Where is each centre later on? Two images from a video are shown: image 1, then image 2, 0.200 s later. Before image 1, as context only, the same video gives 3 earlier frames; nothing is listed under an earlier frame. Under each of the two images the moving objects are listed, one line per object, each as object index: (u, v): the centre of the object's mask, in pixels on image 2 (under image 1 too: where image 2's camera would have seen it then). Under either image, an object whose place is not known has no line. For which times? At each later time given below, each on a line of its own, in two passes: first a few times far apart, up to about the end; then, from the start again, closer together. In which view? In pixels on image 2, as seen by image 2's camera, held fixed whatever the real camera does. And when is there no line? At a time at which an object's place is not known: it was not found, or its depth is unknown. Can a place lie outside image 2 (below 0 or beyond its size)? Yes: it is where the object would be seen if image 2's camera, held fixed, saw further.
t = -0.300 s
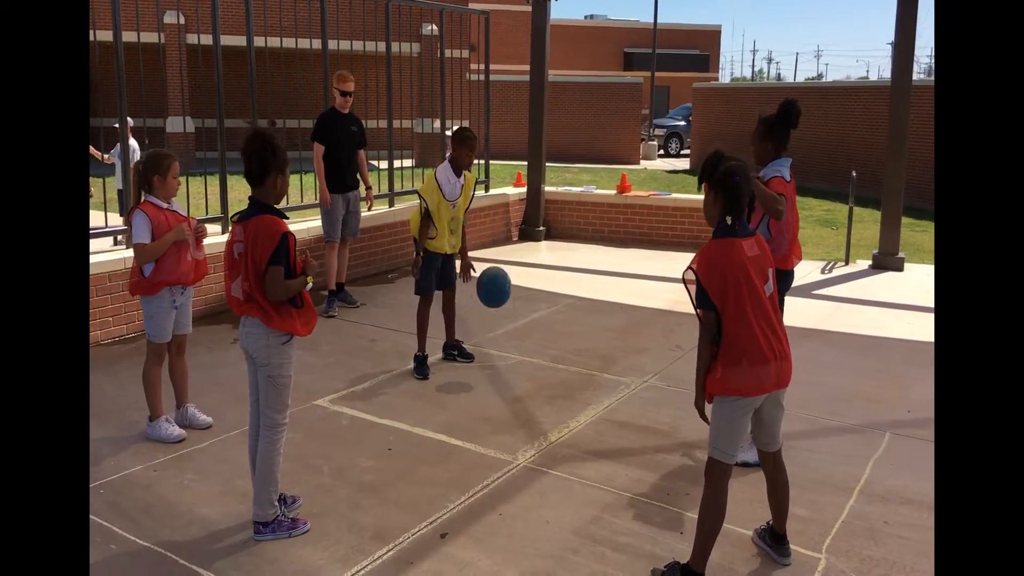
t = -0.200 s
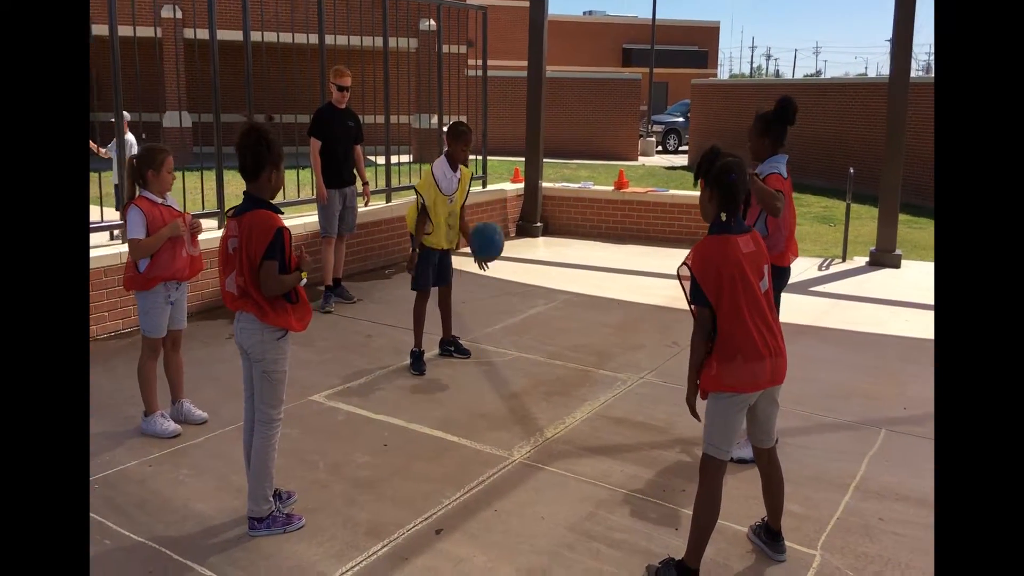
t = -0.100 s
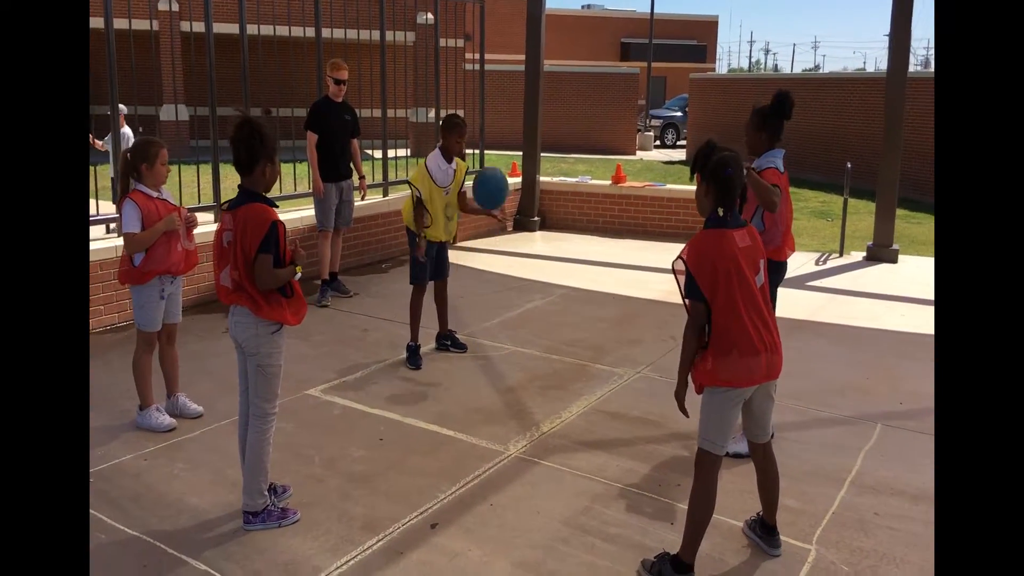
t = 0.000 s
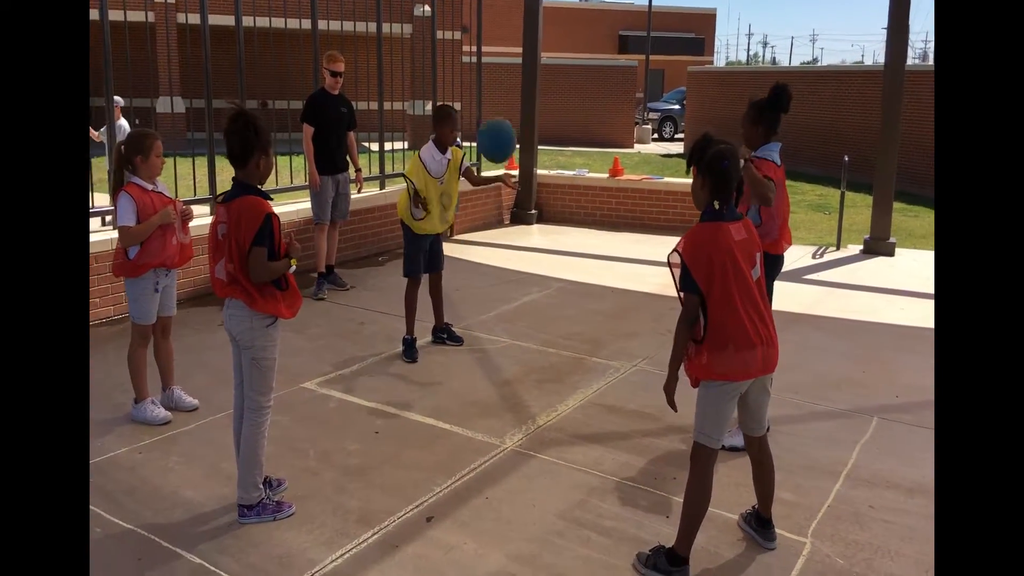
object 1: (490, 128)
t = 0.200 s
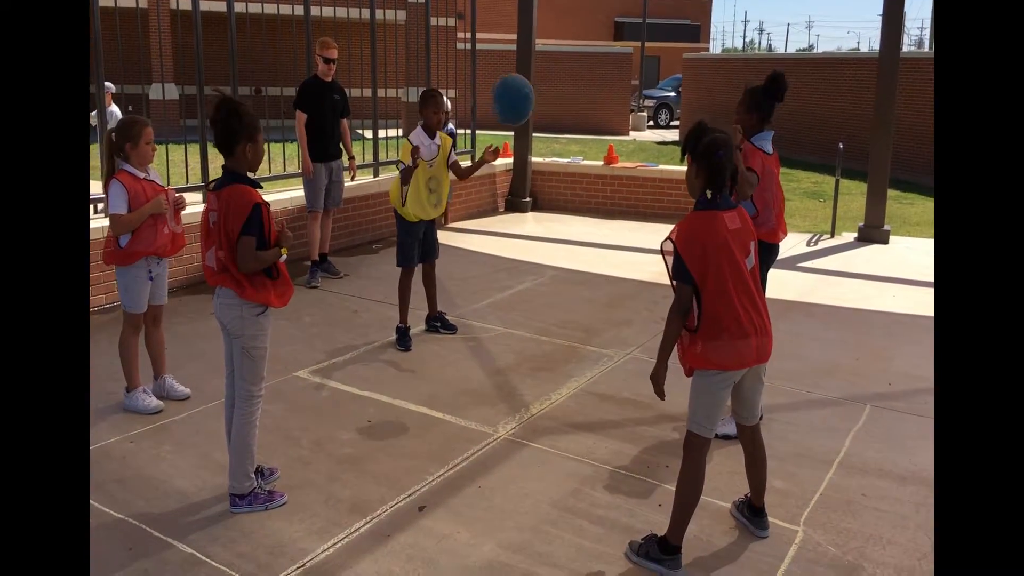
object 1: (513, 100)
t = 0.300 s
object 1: (526, 116)
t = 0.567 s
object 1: (560, 283)
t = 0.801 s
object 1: (584, 362)
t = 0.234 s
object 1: (517, 103)
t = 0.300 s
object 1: (526, 116)
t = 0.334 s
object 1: (531, 127)
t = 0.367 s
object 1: (535, 141)
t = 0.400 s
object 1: (539, 157)
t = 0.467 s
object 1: (548, 199)
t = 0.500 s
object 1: (552, 223)
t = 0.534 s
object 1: (556, 252)
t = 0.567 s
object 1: (560, 283)
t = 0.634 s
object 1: (568, 355)
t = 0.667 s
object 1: (571, 397)
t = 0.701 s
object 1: (574, 440)
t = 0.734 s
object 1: (577, 419)
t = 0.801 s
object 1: (584, 362)
